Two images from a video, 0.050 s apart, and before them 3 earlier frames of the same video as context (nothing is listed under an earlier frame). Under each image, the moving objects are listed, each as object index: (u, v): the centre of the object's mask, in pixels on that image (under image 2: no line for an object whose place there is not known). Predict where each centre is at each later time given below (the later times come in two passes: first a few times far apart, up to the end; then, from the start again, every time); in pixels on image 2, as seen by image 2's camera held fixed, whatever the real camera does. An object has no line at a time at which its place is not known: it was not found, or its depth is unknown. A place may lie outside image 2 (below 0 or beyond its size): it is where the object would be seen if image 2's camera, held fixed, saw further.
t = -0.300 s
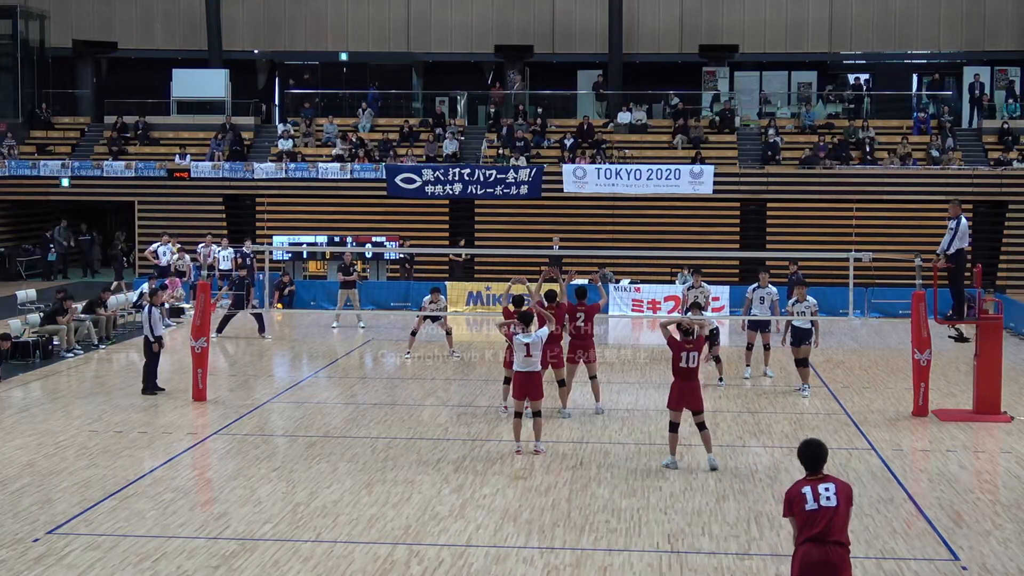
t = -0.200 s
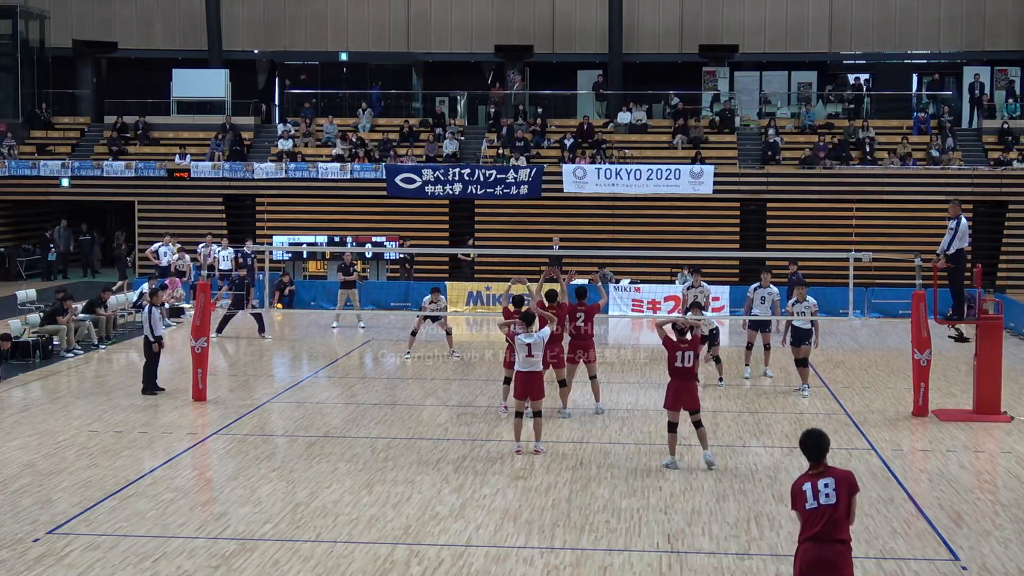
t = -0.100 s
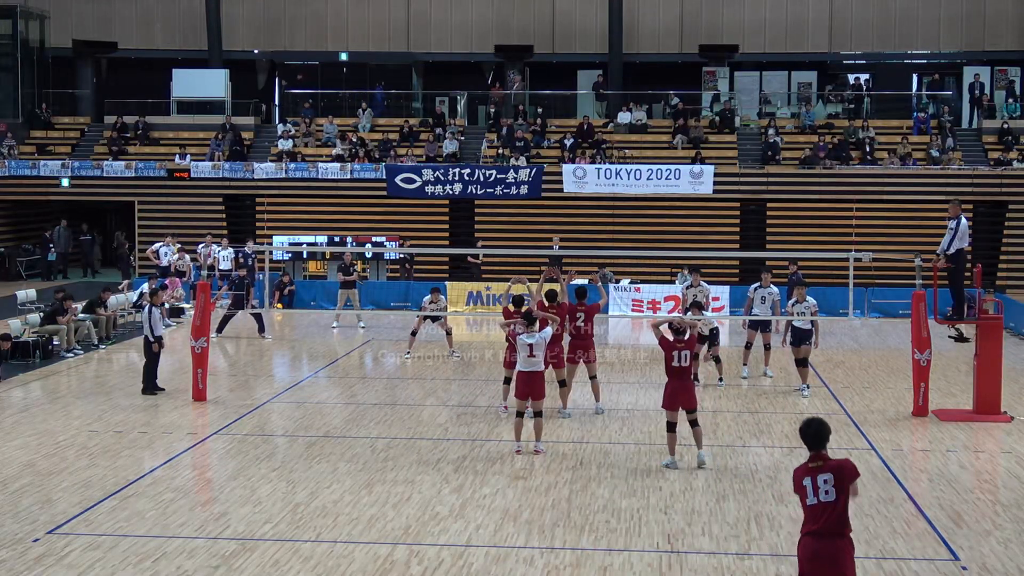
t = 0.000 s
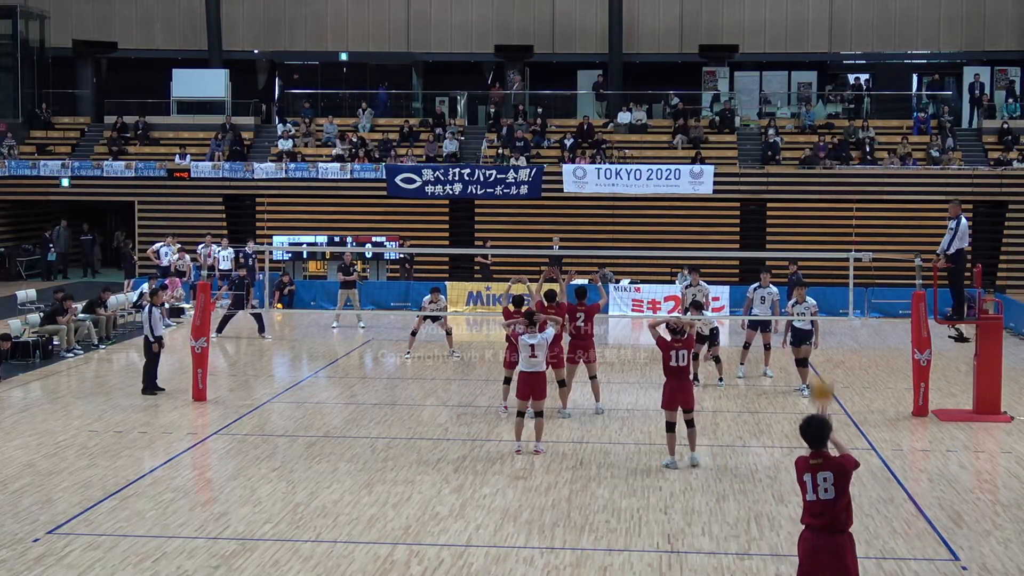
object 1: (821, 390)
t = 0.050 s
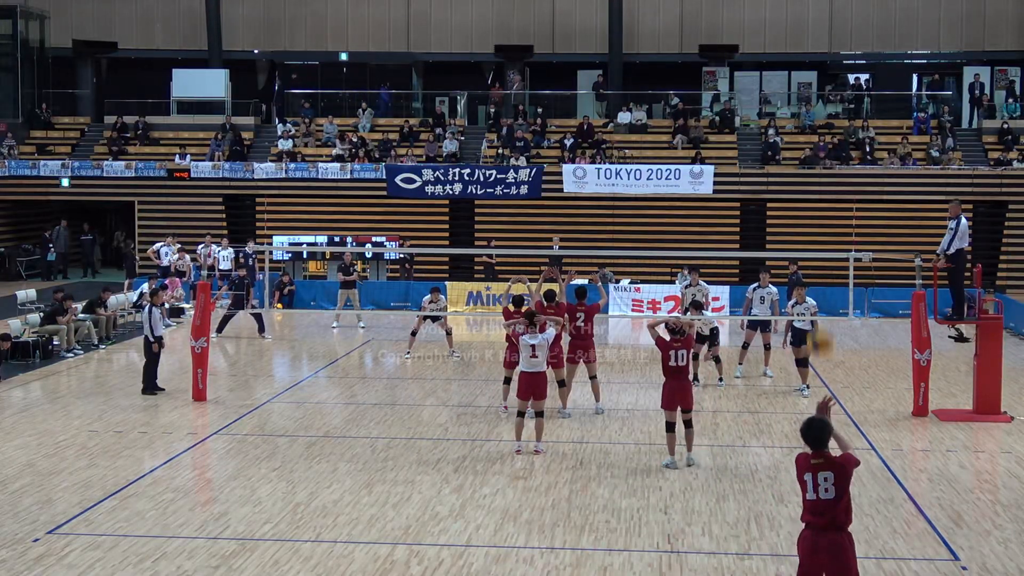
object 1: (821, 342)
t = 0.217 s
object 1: (817, 206)
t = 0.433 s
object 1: (814, 93)
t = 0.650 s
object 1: (810, 39)
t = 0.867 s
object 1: (805, 41)
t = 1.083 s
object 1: (800, 93)
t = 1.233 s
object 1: (795, 154)
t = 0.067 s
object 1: (819, 327)
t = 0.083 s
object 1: (822, 309)
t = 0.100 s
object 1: (820, 296)
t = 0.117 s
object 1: (819, 282)
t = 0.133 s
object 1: (819, 271)
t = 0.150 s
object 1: (819, 255)
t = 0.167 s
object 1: (818, 242)
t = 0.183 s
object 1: (818, 230)
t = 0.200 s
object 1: (818, 219)
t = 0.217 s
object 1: (817, 206)
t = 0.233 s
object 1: (818, 196)
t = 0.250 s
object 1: (817, 187)
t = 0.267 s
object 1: (816, 174)
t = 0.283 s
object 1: (816, 164)
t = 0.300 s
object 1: (816, 156)
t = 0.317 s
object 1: (815, 149)
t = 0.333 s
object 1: (816, 138)
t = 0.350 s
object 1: (815, 130)
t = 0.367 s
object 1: (815, 122)
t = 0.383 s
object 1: (814, 114)
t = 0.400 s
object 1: (815, 106)
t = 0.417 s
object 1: (815, 99)
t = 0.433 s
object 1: (814, 93)
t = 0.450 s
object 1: (814, 87)
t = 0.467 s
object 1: (814, 80)
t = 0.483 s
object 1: (813, 75)
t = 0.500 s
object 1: (813, 69)
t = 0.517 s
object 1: (812, 65)
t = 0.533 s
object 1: (812, 60)
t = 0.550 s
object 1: (812, 57)
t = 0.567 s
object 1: (811, 53)
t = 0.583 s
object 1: (811, 50)
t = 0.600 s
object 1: (811, 46)
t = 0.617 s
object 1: (811, 43)
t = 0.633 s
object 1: (810, 41)
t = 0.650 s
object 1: (810, 39)
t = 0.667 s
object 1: (810, 37)
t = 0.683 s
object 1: (809, 36)
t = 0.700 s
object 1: (809, 35)
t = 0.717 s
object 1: (808, 34)
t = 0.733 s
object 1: (808, 34)
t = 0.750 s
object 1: (808, 34)
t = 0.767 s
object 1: (807, 33)
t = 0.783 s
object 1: (807, 33)
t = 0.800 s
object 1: (806, 35)
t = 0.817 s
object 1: (806, 36)
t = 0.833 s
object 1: (806, 37)
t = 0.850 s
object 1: (805, 38)
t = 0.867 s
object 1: (805, 41)
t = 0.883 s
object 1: (804, 43)
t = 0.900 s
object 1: (804, 46)
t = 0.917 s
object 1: (803, 49)
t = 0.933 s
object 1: (803, 52)
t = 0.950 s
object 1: (803, 56)
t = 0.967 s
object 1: (802, 59)
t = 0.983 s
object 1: (802, 62)
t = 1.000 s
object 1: (801, 66)
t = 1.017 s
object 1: (801, 72)
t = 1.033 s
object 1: (800, 76)
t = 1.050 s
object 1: (800, 81)
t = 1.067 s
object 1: (800, 88)
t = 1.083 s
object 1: (800, 93)
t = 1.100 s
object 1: (800, 98)
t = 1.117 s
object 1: (799, 104)
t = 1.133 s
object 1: (798, 110)
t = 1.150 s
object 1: (797, 116)
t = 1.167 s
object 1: (797, 123)
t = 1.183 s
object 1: (796, 131)
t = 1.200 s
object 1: (796, 136)
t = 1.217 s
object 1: (796, 147)
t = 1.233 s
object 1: (795, 154)
